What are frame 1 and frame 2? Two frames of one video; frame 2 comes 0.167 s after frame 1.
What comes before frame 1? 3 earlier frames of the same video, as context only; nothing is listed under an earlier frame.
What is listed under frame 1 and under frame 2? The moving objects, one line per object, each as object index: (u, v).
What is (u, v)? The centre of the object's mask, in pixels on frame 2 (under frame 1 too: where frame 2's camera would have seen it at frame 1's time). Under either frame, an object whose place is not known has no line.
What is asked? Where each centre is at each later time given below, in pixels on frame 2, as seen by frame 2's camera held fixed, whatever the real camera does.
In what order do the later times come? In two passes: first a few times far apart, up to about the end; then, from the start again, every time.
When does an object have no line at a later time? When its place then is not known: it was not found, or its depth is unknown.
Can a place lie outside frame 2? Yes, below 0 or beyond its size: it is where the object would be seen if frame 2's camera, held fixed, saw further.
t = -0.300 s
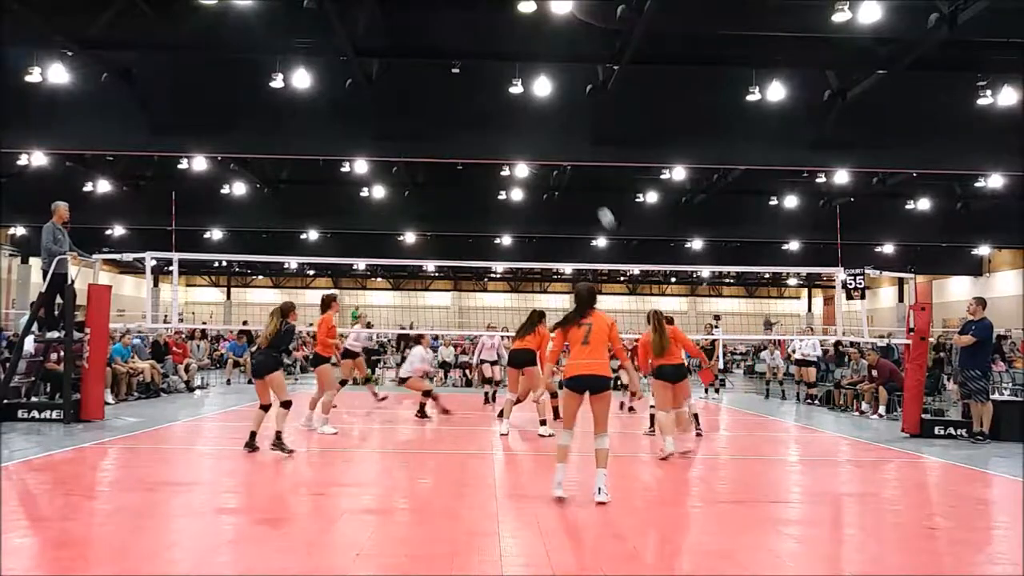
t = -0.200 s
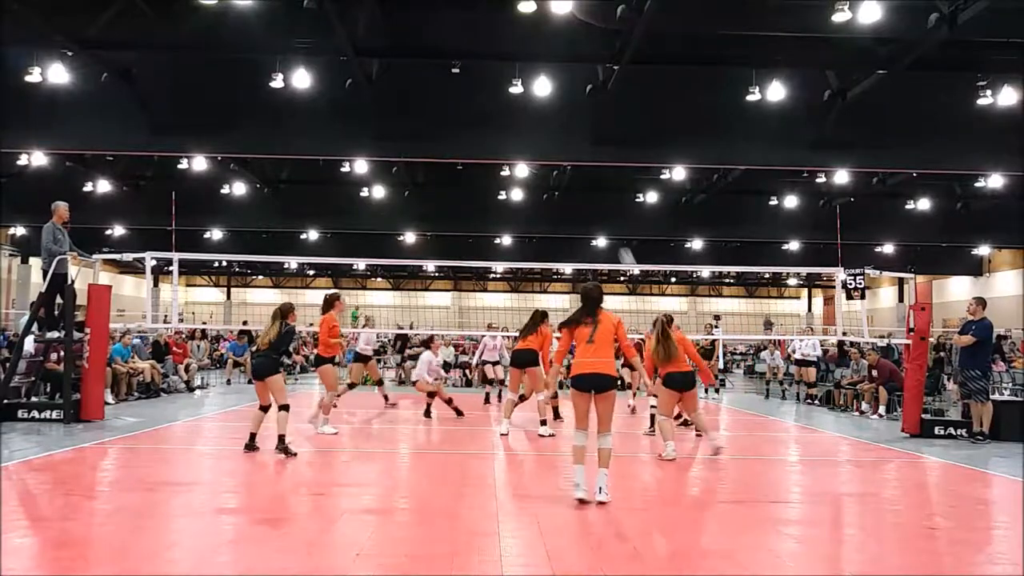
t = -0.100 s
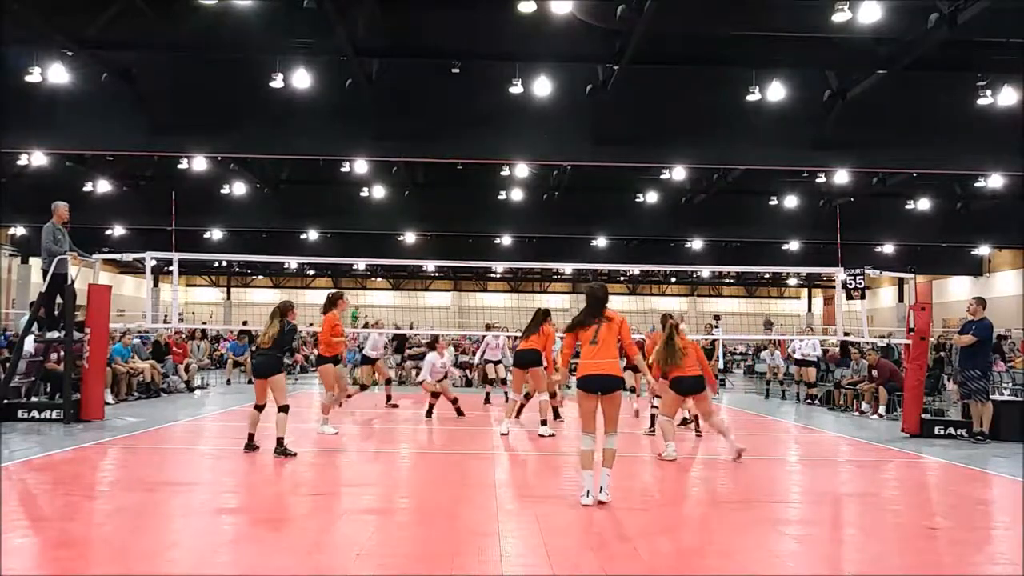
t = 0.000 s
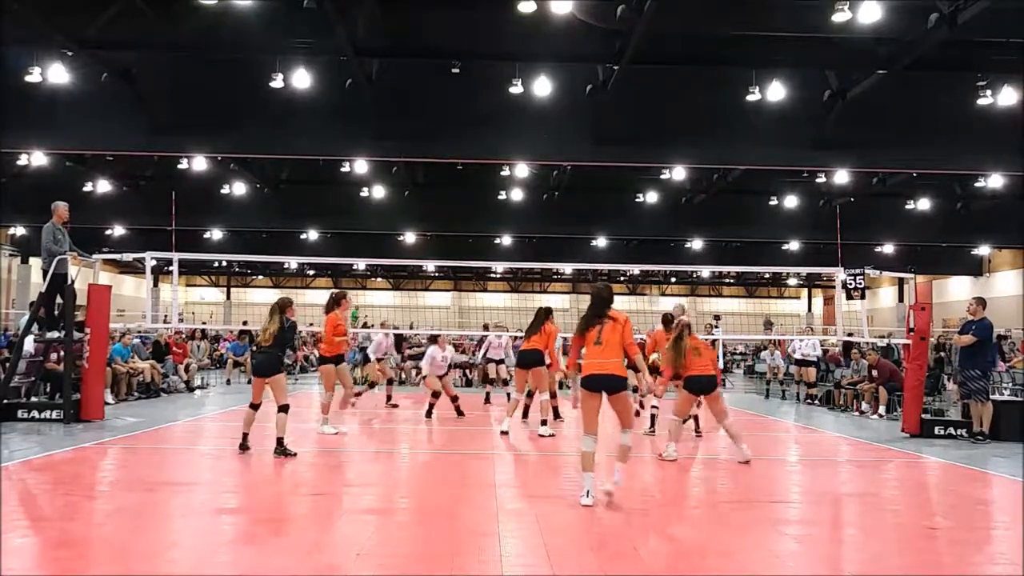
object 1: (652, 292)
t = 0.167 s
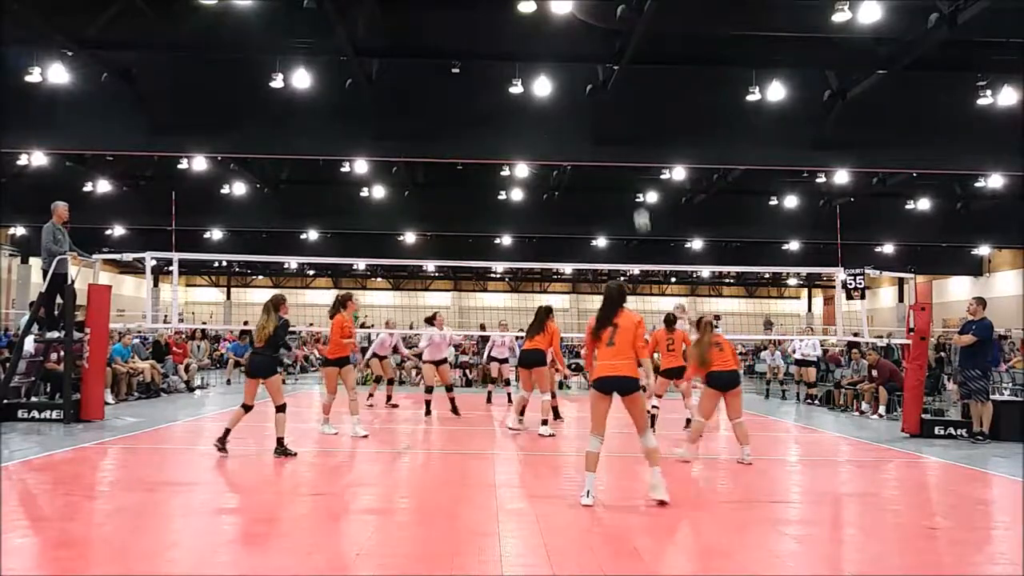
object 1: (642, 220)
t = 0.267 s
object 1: (635, 180)
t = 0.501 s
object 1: (614, 104)
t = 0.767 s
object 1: (585, 61)
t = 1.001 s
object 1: (557, 76)
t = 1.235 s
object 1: (518, 156)
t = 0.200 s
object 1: (639, 207)
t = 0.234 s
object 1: (636, 191)
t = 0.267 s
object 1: (635, 180)
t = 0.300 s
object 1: (632, 167)
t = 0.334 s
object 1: (629, 154)
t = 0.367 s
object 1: (627, 144)
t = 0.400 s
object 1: (624, 133)
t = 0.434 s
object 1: (620, 122)
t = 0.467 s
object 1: (617, 113)
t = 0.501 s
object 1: (614, 104)
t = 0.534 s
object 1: (611, 96)
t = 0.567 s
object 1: (608, 89)
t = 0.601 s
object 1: (604, 81)
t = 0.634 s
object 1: (601, 76)
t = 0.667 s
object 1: (597, 71)
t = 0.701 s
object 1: (593, 67)
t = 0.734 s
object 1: (590, 64)
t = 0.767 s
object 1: (585, 61)
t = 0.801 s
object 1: (581, 61)
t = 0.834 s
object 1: (577, 61)
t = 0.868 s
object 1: (573, 62)
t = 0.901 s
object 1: (569, 64)
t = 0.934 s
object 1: (564, 67)
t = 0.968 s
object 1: (559, 72)
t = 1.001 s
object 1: (557, 76)
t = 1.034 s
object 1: (551, 83)
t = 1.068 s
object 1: (545, 93)
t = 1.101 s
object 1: (539, 106)
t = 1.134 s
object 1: (534, 116)
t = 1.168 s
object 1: (528, 130)
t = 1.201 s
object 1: (523, 144)
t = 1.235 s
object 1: (518, 156)
